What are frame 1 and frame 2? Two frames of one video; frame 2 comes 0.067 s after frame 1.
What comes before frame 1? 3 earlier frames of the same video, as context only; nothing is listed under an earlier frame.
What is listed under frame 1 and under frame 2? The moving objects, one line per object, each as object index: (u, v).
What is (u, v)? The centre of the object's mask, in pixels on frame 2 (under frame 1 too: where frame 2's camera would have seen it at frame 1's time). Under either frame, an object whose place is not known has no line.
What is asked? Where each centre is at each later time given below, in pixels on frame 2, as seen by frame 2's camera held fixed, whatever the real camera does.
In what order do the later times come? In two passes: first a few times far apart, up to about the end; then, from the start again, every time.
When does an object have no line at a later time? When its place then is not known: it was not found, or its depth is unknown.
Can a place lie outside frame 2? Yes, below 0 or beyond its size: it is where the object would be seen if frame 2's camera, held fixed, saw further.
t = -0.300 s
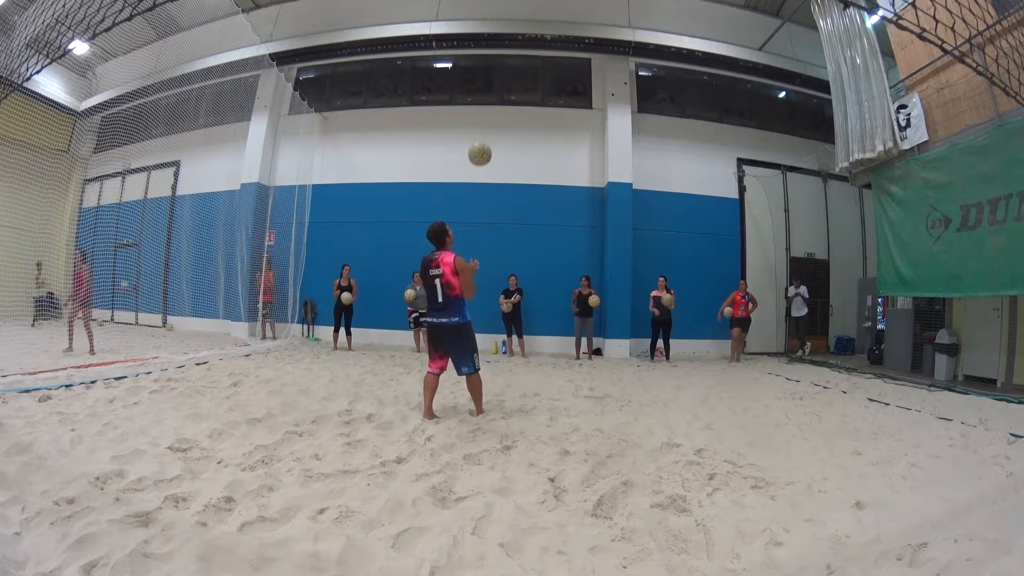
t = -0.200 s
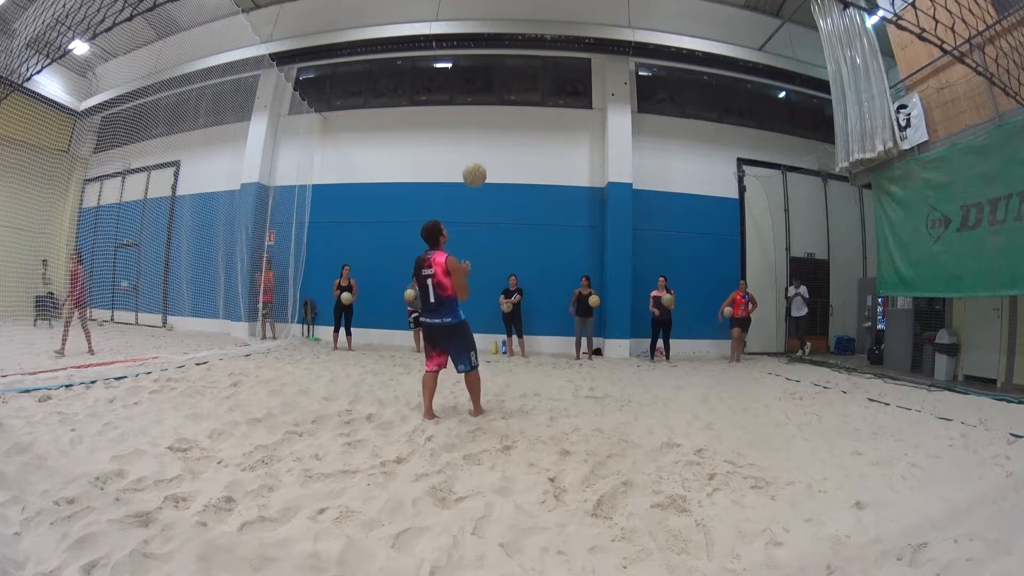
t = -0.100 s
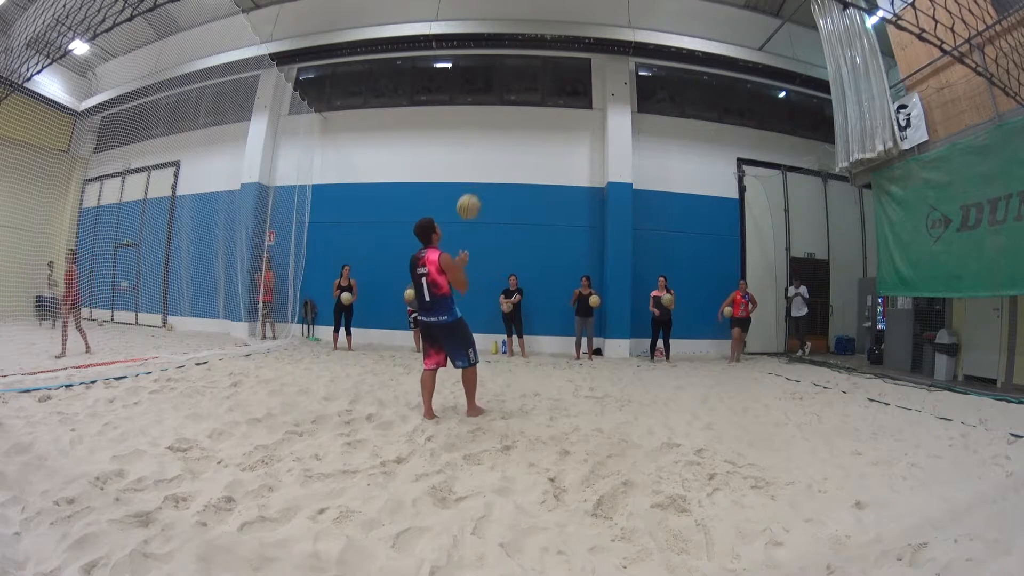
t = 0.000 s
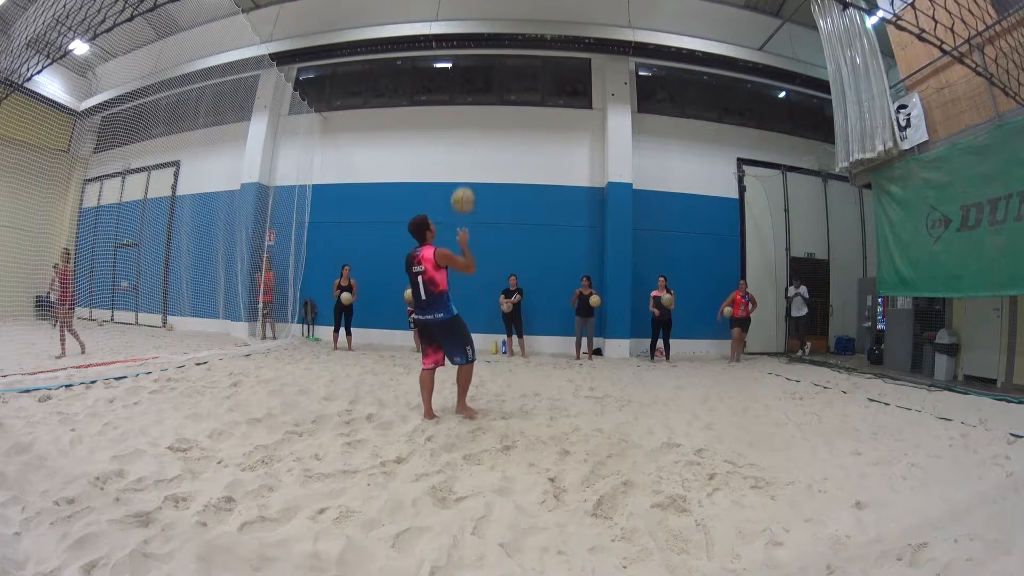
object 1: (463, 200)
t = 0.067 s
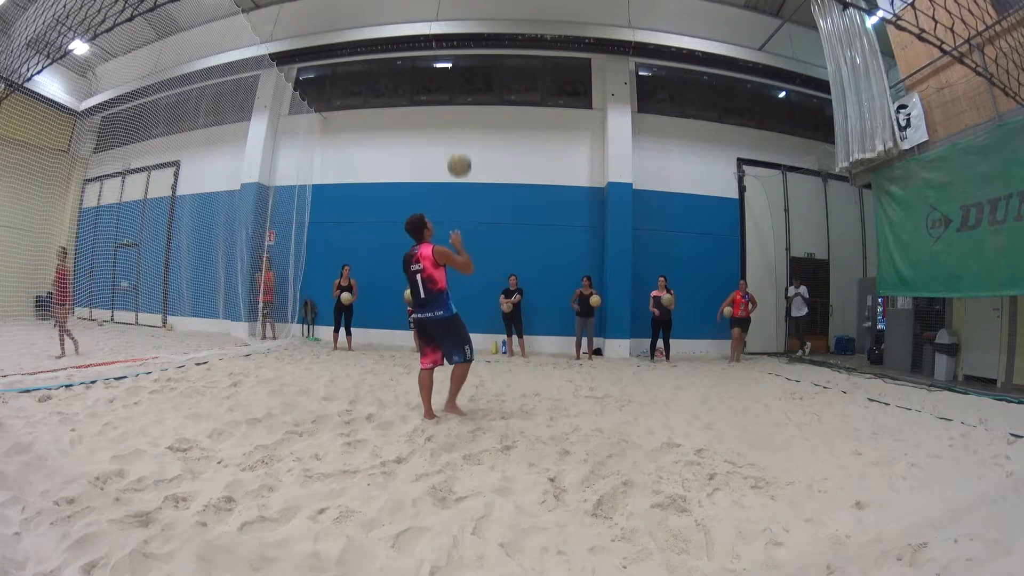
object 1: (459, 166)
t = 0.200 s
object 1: (452, 111)
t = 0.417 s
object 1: (438, 68)
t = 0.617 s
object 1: (423, 65)
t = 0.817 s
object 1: (403, 96)
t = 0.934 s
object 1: (389, 134)
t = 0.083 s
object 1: (458, 157)
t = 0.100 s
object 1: (457, 150)
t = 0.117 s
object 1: (456, 144)
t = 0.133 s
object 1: (455, 138)
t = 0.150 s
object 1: (454, 130)
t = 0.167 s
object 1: (454, 124)
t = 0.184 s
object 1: (453, 118)
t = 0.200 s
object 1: (452, 111)
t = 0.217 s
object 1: (451, 106)
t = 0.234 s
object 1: (450, 102)
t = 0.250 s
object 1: (449, 97)
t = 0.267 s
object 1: (448, 93)
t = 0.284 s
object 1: (447, 90)
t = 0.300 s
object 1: (446, 86)
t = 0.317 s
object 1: (445, 82)
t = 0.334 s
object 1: (443, 79)
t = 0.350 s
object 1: (442, 77)
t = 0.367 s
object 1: (441, 74)
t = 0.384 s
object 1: (440, 72)
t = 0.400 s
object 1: (439, 70)
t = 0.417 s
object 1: (438, 68)
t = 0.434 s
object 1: (437, 66)
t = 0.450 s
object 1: (435, 65)
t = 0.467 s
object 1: (434, 64)
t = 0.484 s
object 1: (433, 63)
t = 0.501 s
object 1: (432, 63)
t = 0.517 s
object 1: (430, 62)
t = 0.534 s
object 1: (429, 62)
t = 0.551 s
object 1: (428, 62)
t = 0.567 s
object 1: (427, 62)
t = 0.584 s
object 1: (425, 63)
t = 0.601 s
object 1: (424, 64)
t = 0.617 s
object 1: (423, 65)
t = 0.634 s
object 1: (421, 66)
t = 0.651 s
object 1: (420, 67)
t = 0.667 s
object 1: (418, 69)
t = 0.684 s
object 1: (417, 71)
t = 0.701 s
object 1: (415, 74)
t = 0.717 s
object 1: (413, 76)
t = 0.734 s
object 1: (412, 79)
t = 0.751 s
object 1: (410, 82)
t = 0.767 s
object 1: (408, 85)
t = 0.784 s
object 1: (406, 89)
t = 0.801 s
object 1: (405, 92)
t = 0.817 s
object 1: (403, 96)
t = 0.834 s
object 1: (401, 100)
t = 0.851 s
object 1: (399, 105)
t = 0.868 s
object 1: (397, 110)
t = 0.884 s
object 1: (395, 115)
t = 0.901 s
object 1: (393, 122)
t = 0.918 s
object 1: (391, 128)
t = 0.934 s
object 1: (389, 134)
